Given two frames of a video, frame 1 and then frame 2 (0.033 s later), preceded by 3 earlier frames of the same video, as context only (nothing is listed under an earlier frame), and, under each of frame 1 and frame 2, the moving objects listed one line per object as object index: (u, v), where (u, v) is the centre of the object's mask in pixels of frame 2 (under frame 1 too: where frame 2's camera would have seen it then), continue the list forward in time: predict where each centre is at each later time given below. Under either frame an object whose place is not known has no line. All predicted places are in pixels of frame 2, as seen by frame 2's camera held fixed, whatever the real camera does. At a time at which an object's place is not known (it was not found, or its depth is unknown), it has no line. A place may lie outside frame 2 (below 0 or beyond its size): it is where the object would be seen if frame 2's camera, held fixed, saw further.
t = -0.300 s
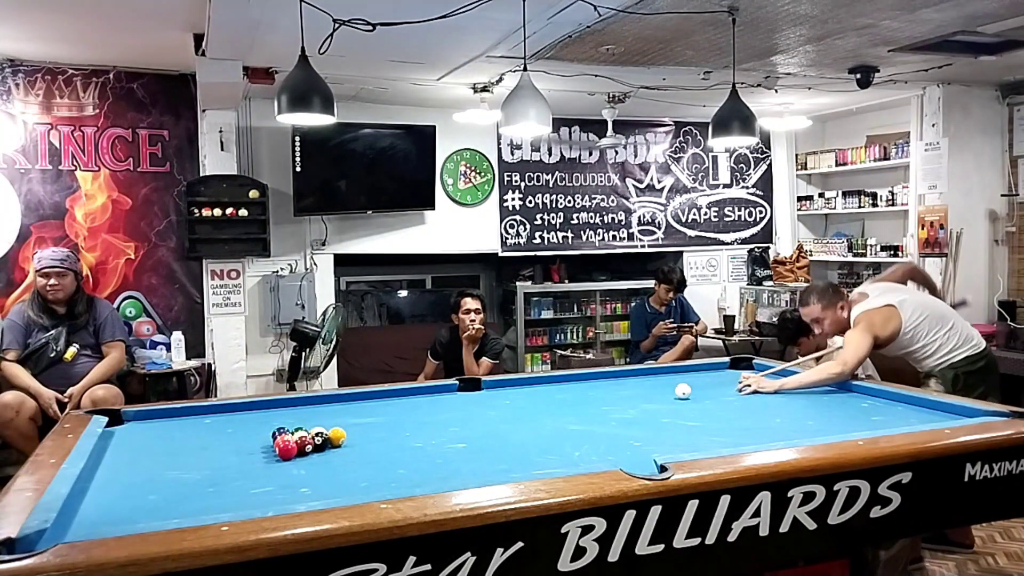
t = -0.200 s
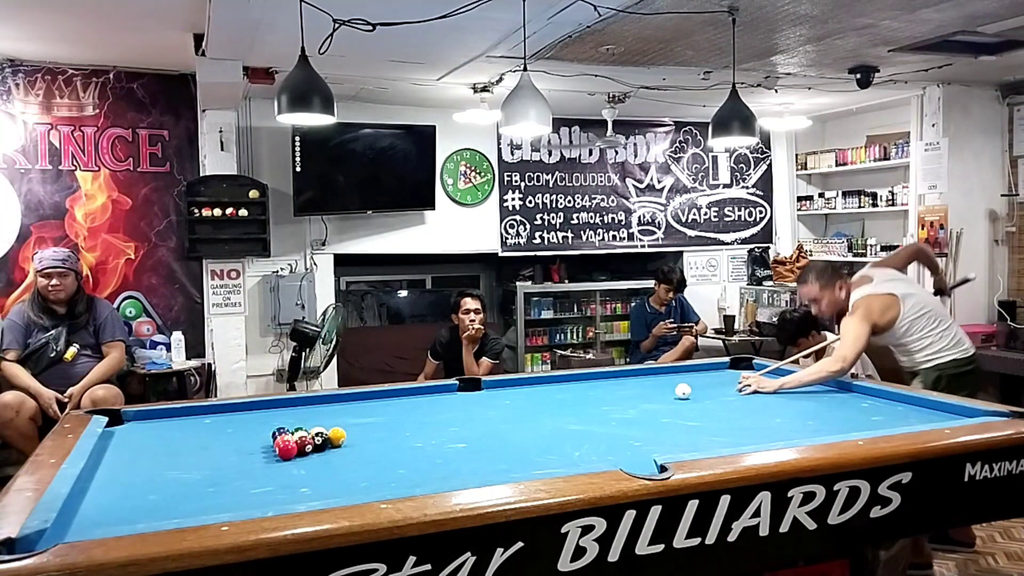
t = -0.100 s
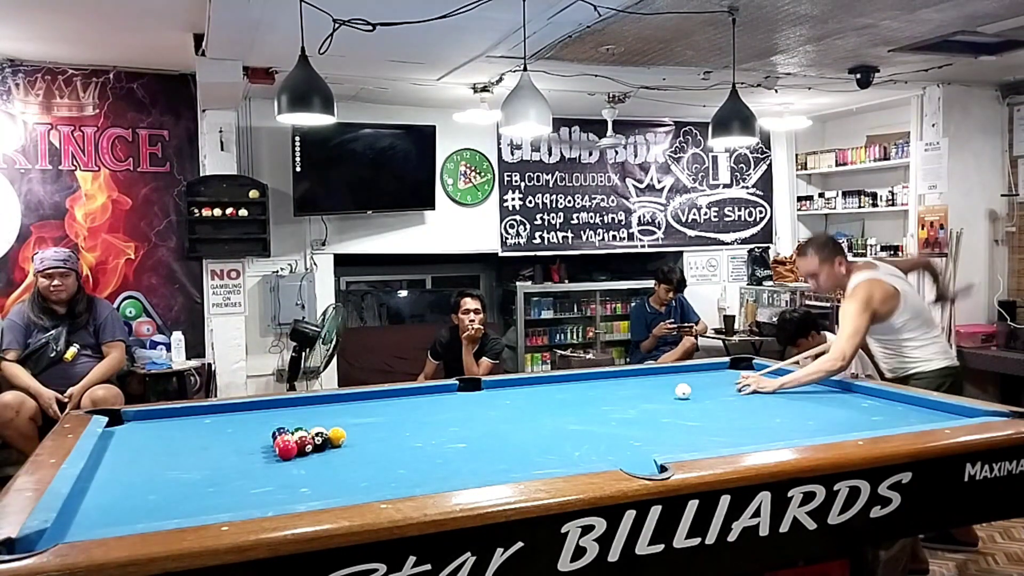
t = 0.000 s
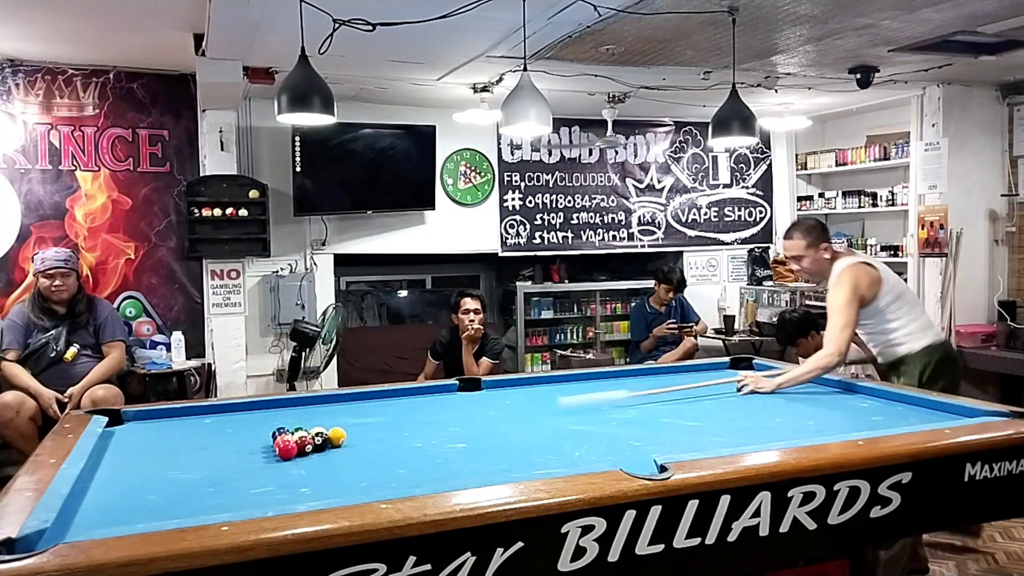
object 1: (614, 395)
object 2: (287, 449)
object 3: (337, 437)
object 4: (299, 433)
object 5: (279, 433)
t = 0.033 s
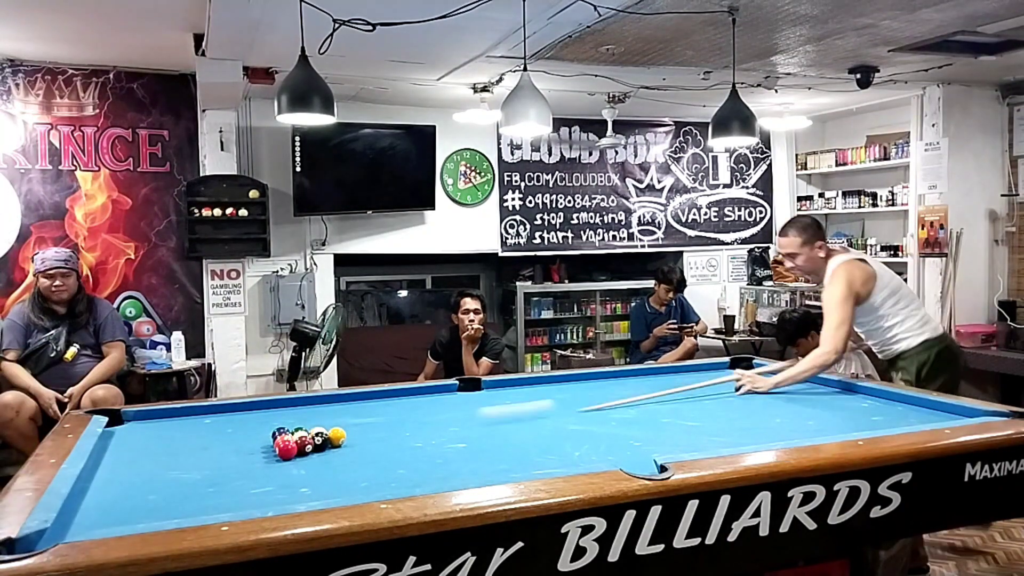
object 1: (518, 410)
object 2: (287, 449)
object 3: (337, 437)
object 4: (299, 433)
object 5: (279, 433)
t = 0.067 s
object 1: (433, 423)
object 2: (287, 449)
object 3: (337, 437)
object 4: (299, 433)
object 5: (279, 433)
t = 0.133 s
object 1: (366, 428)
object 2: (277, 446)
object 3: (349, 438)
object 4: (301, 435)
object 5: (263, 439)
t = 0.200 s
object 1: (380, 424)
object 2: (266, 449)
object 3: (366, 441)
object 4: (303, 440)
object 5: (236, 439)
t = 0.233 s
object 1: (387, 422)
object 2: (260, 450)
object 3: (374, 442)
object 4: (303, 439)
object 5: (224, 439)
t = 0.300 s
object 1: (401, 417)
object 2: (250, 452)
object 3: (387, 444)
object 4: (305, 439)
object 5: (200, 438)
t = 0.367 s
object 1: (414, 413)
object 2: (238, 455)
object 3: (401, 447)
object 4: (305, 438)
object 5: (177, 438)
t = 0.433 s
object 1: (427, 409)
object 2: (227, 457)
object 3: (415, 449)
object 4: (306, 438)
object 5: (154, 438)
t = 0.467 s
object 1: (433, 407)
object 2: (221, 459)
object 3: (422, 450)
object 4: (307, 438)
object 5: (143, 437)
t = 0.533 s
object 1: (445, 403)
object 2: (210, 461)
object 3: (436, 453)
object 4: (307, 437)
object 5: (121, 436)
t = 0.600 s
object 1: (456, 400)
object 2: (199, 464)
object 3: (451, 456)
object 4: (308, 437)
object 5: (114, 435)
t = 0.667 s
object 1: (467, 396)
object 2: (187, 466)
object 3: (466, 458)
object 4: (309, 436)
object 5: (127, 433)
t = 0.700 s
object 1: (472, 395)
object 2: (182, 467)
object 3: (474, 460)
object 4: (309, 436)
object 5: (132, 432)
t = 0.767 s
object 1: (482, 391)
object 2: (170, 470)
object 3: (489, 463)
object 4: (309, 436)
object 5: (144, 429)
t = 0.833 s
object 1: (491, 388)
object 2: (158, 473)
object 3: (505, 465)
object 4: (310, 436)
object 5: (154, 427)
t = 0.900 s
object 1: (500, 386)
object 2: (146, 475)
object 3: (521, 466)
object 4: (310, 436)
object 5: (165, 425)
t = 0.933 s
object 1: (506, 384)
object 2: (140, 477)
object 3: (530, 466)
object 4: (310, 436)
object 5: (171, 424)
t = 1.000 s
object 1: (515, 382)
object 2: (128, 479)
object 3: (544, 467)
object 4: (311, 435)
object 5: (181, 419)
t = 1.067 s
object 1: (527, 381)
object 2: (117, 482)
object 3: (545, 466)
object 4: (311, 435)
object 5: (192, 419)
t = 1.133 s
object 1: (539, 381)
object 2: (105, 484)
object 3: (546, 464)
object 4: (311, 435)
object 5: (201, 417)
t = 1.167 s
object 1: (545, 381)
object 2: (99, 485)
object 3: (546, 464)
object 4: (311, 435)
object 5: (206, 417)
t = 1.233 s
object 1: (558, 381)
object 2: (87, 488)
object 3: (547, 463)
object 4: (311, 435)
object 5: (214, 414)
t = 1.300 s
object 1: (570, 382)
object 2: (88, 489)
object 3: (548, 461)
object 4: (311, 435)
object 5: (223, 413)
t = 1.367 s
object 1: (582, 382)
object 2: (94, 489)
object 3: (548, 460)
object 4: (311, 435)
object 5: (232, 411)
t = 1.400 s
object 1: (589, 382)
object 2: (97, 489)
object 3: (548, 459)
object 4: (311, 435)
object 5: (237, 410)
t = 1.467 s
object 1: (601, 382)
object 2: (103, 489)
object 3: (549, 457)
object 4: (311, 435)
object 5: (244, 409)
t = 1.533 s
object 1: (614, 381)
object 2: (109, 489)
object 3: (549, 455)
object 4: (310, 435)
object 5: (252, 407)
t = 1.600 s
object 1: (626, 382)
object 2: (115, 489)
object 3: (550, 453)
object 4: (310, 436)
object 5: (260, 406)
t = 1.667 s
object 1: (638, 382)
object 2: (120, 489)
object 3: (550, 451)
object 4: (310, 436)
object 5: (268, 404)
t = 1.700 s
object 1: (644, 382)
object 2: (123, 489)
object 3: (550, 451)
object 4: (310, 436)
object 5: (272, 404)
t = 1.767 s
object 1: (656, 382)
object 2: (128, 489)
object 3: (551, 449)
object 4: (310, 435)
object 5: (277, 404)
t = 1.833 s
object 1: (668, 382)
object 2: (133, 489)
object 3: (551, 447)
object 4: (310, 435)
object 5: (285, 403)
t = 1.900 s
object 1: (681, 382)
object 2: (138, 489)
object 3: (552, 446)
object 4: (310, 435)
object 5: (290, 404)
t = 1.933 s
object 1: (686, 382)
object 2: (141, 489)
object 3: (552, 445)
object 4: (310, 435)
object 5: (293, 404)
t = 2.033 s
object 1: (704, 382)
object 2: (148, 489)
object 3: (553, 442)
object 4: (310, 435)
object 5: (303, 403)
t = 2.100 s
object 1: (716, 382)
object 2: (153, 489)
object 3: (553, 441)
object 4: (310, 435)
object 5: (308, 403)
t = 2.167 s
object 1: (728, 382)
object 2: (158, 489)
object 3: (553, 439)
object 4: (310, 436)
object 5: (315, 403)
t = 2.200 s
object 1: (734, 383)
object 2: (160, 489)
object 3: (554, 439)
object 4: (310, 435)
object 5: (318, 403)
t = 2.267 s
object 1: (746, 383)
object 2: (165, 489)
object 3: (554, 437)
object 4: (310, 435)
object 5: (323, 403)
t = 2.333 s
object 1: (757, 383)
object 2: (169, 489)
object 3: (555, 436)
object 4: (310, 435)
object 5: (329, 403)
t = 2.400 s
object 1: (769, 383)
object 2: (173, 489)
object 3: (555, 435)
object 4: (310, 435)
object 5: (335, 403)
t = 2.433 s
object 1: (775, 383)
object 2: (176, 489)
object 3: (556, 434)
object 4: (310, 435)
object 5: (337, 402)
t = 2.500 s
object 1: (786, 383)
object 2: (180, 488)
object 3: (556, 433)
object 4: (310, 435)
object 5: (342, 402)
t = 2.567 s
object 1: (798, 383)
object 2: (184, 488)
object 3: (557, 432)
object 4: (310, 435)
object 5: (348, 401)
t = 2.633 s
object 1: (808, 379)
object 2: (188, 488)
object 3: (557, 430)
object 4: (310, 435)
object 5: (353, 402)
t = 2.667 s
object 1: (817, 381)
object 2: (190, 488)
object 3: (558, 430)
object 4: (310, 435)
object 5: (355, 402)
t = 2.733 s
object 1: (826, 383)
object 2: (194, 488)
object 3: (558, 429)
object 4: (310, 435)
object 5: (359, 401)
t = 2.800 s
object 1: (831, 384)
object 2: (197, 488)
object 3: (559, 428)
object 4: (310, 435)
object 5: (364, 401)
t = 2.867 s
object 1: (831, 385)
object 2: (201, 488)
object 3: (559, 427)
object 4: (310, 435)
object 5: (369, 401)
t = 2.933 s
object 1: (830, 386)
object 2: (204, 488)
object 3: (559, 426)
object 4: (310, 435)
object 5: (374, 401)
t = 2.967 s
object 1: (830, 387)
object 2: (206, 488)
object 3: (560, 426)
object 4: (310, 435)
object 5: (376, 401)
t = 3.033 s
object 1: (829, 388)
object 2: (209, 488)
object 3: (560, 425)
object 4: (310, 435)
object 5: (380, 400)
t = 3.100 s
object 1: (829, 389)
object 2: (212, 488)
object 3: (561, 424)
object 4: (310, 435)
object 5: (384, 400)
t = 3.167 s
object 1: (828, 390)
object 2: (215, 488)
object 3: (561, 423)
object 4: (310, 435)
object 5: (388, 400)
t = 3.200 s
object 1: (828, 391)
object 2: (216, 488)
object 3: (561, 423)
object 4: (310, 435)
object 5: (390, 400)
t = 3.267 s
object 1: (827, 392)
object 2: (219, 488)
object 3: (562, 422)
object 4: (310, 435)
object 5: (394, 400)
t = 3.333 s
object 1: (827, 394)
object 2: (222, 488)
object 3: (562, 422)
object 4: (310, 435)
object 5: (398, 400)
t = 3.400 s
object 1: (826, 395)
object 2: (225, 487)
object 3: (562, 421)
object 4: (310, 435)
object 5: (401, 400)
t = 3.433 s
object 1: (826, 395)
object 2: (226, 487)
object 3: (563, 421)
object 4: (310, 435)
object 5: (403, 400)
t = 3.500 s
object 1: (825, 397)
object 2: (228, 488)
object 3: (563, 420)
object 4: (310, 435)
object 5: (407, 400)
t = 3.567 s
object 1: (824, 398)
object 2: (231, 487)
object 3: (564, 420)
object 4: (310, 435)
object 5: (410, 400)
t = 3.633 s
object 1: (824, 399)
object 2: (233, 487)
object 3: (564, 419)
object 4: (310, 435)
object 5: (414, 400)
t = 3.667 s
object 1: (823, 399)
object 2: (234, 487)
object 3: (564, 419)
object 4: (310, 435)
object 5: (416, 400)
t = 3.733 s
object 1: (823, 401)
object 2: (236, 487)
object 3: (565, 418)
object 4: (310, 435)
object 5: (419, 400)
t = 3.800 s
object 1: (822, 402)
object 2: (237, 487)
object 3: (565, 418)
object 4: (310, 435)
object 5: (422, 400)
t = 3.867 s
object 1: (822, 403)
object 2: (239, 487)
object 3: (565, 418)
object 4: (310, 435)
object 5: (425, 400)
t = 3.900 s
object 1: (821, 404)
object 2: (240, 487)
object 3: (566, 417)
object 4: (310, 435)
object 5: (426, 400)
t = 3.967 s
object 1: (821, 405)
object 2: (241, 487)
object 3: (566, 417)
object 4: (310, 435)
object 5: (429, 400)
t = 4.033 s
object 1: (820, 406)
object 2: (242, 487)
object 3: (566, 417)
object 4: (310, 435)
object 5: (432, 400)
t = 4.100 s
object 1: (820, 407)
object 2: (243, 487)
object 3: (566, 416)
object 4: (310, 435)
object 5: (435, 400)
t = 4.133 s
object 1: (819, 408)
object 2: (244, 487)
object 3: (566, 416)
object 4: (310, 435)
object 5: (436, 400)
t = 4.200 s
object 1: (819, 409)
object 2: (245, 487)
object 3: (567, 416)
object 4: (310, 435)
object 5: (438, 400)
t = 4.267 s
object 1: (818, 410)
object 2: (246, 487)
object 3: (567, 416)
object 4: (310, 435)
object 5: (441, 400)
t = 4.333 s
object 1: (817, 411)
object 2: (247, 486)
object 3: (567, 416)
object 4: (310, 436)
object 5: (443, 400)
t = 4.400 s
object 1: (817, 412)
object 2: (247, 486)
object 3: (567, 416)
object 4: (310, 435)
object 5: (445, 400)
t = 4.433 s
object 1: (817, 413)
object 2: (248, 486)
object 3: (567, 415)
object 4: (310, 435)
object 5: (447, 400)
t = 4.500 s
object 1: (816, 414)
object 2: (248, 486)
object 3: (567, 415)
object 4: (310, 436)
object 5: (449, 400)
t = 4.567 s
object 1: (816, 415)
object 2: (249, 486)
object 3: (567, 415)
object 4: (310, 435)
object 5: (451, 400)
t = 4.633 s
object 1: (815, 417)
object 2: (249, 486)
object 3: (567, 415)
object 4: (310, 436)
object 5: (452, 400)
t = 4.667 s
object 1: (815, 417)
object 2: (249, 486)
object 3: (567, 415)
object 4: (310, 436)
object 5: (453, 400)
